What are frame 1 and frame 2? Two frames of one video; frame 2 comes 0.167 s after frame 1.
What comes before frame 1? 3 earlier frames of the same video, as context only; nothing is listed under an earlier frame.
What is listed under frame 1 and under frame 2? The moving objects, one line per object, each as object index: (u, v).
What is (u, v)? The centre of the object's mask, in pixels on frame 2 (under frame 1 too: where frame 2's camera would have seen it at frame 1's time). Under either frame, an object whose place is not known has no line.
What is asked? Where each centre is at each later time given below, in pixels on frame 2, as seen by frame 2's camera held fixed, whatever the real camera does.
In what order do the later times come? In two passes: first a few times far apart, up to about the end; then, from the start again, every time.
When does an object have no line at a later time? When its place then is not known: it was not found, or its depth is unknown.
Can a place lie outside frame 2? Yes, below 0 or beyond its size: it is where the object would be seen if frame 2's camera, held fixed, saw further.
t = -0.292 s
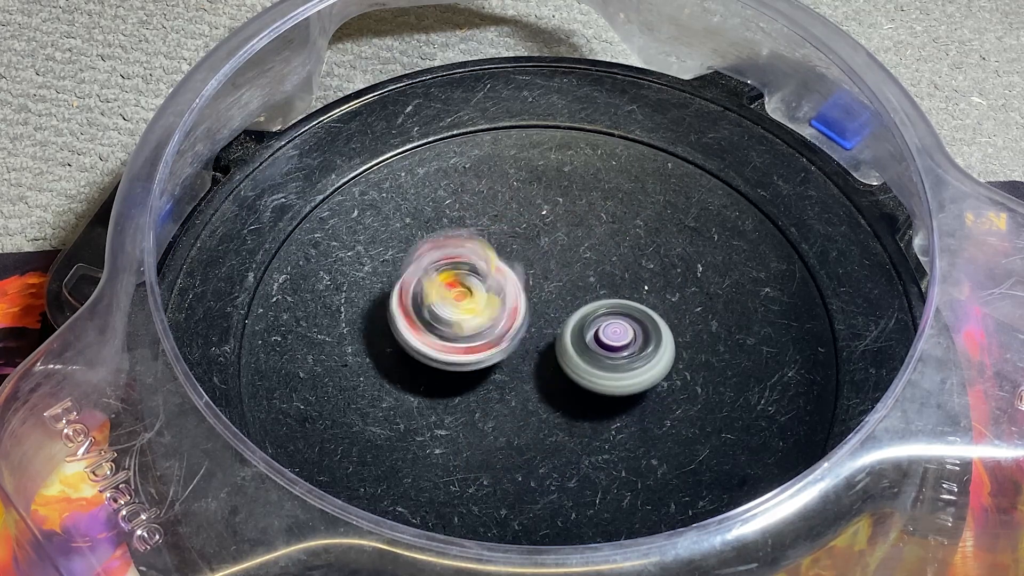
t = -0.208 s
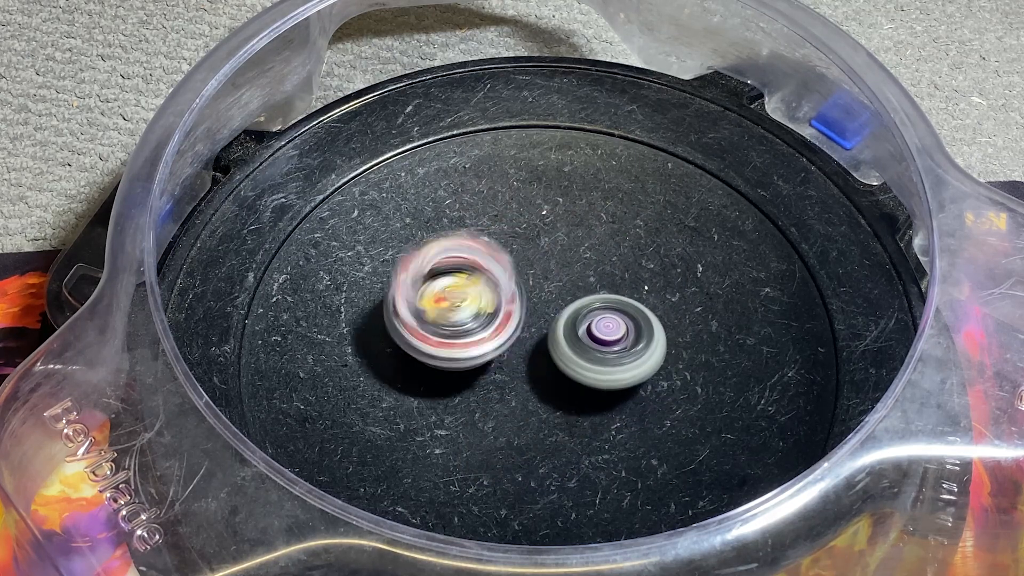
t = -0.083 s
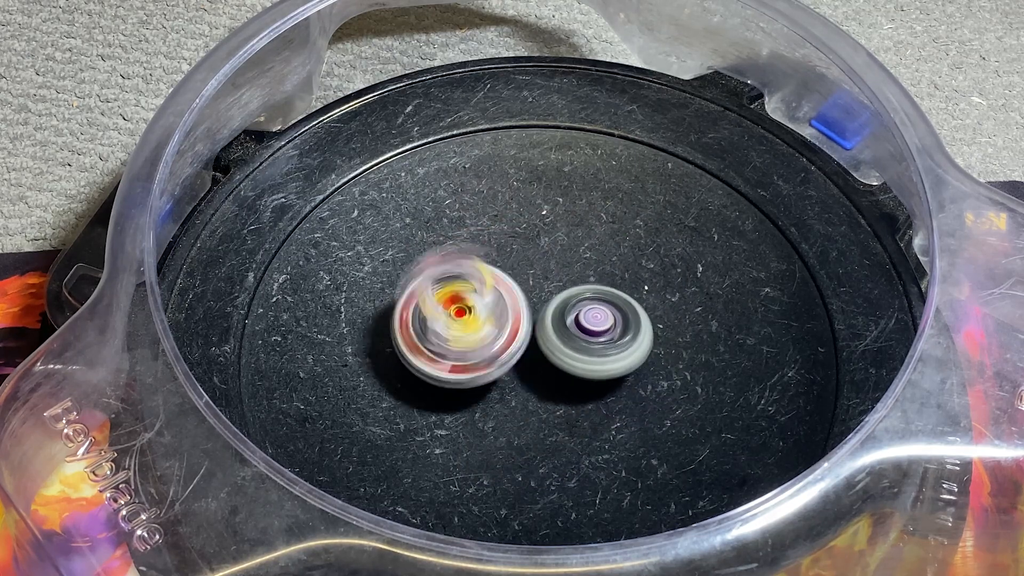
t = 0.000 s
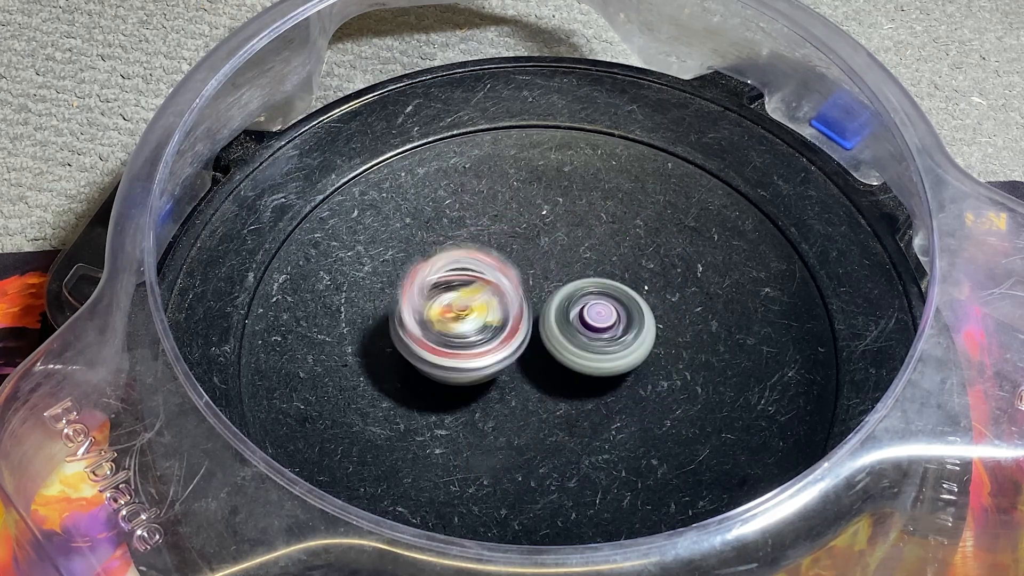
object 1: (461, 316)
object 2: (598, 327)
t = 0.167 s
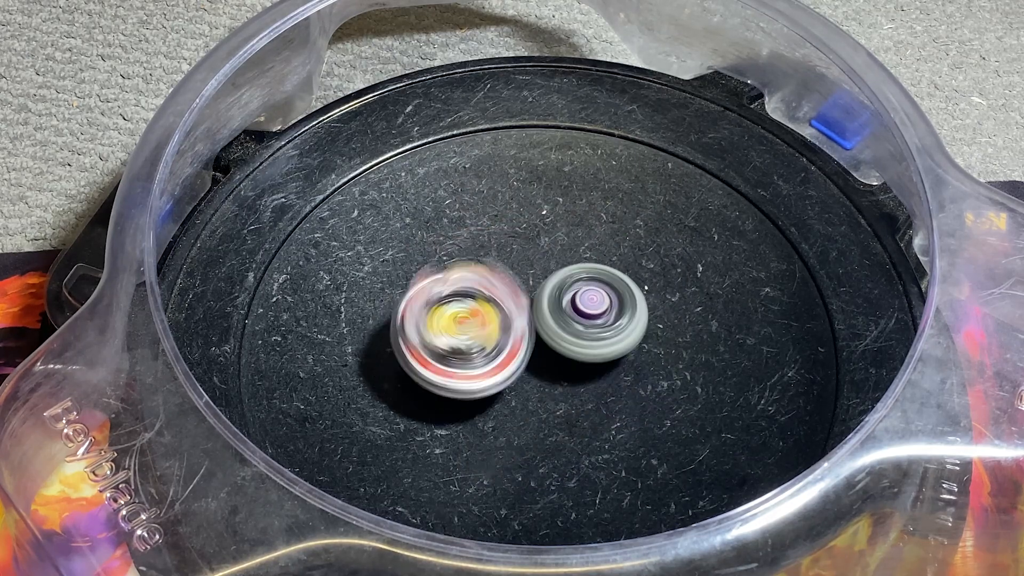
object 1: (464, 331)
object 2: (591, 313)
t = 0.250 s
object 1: (467, 338)
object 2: (588, 306)
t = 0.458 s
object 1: (461, 342)
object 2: (590, 290)
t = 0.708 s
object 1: (475, 341)
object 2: (579, 284)
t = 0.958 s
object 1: (474, 353)
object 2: (577, 281)
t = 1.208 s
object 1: (483, 370)
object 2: (566, 284)
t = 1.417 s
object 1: (491, 375)
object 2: (551, 286)
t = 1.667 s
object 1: (485, 389)
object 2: (531, 288)
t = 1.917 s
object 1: (518, 398)
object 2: (511, 291)
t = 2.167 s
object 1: (565, 396)
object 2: (501, 302)
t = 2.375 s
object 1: (575, 391)
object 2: (495, 308)
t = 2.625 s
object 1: (590, 374)
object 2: (483, 303)
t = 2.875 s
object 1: (587, 351)
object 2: (479, 305)
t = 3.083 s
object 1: (598, 359)
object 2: (486, 314)
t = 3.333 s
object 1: (602, 348)
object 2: (479, 317)
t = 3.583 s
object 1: (593, 355)
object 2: (459, 305)
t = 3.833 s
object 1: (565, 344)
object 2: (457, 294)
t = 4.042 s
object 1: (566, 348)
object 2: (455, 289)
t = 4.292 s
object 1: (569, 366)
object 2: (461, 301)
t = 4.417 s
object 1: (560, 371)
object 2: (458, 309)
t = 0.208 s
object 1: (464, 338)
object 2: (589, 310)
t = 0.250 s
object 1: (467, 338)
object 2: (588, 306)
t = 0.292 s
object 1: (470, 336)
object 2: (591, 301)
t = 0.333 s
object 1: (464, 329)
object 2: (594, 297)
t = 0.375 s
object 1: (471, 332)
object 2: (594, 294)
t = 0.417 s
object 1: (468, 339)
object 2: (592, 292)
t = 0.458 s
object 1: (461, 342)
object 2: (590, 290)
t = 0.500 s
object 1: (457, 342)
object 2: (589, 288)
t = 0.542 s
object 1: (455, 339)
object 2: (587, 287)
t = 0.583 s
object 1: (460, 333)
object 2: (585, 286)
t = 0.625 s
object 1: (473, 335)
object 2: (584, 285)
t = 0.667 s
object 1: (475, 343)
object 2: (581, 285)
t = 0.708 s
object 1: (475, 341)
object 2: (579, 284)
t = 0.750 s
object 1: (477, 336)
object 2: (581, 282)
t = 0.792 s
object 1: (473, 331)
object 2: (585, 281)
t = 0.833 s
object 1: (473, 332)
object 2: (584, 281)
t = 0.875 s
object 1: (478, 341)
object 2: (583, 280)
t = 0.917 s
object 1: (477, 351)
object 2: (579, 281)
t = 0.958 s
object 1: (474, 353)
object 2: (577, 281)
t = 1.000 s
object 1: (481, 347)
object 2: (577, 281)
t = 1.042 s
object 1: (487, 350)
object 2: (575, 281)
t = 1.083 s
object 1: (479, 356)
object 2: (574, 280)
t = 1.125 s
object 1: (479, 356)
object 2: (573, 282)
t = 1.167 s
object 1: (481, 359)
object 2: (570, 283)
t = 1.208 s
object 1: (483, 370)
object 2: (566, 284)
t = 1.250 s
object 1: (479, 373)
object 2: (561, 287)
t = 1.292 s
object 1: (480, 370)
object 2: (558, 287)
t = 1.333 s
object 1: (487, 368)
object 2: (556, 288)
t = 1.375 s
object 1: (489, 369)
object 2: (555, 286)
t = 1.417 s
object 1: (491, 375)
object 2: (551, 286)
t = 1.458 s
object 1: (489, 379)
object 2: (546, 289)
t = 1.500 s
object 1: (491, 381)
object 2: (542, 289)
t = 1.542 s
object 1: (493, 379)
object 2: (539, 288)
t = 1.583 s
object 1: (485, 392)
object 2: (536, 288)
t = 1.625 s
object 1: (484, 388)
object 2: (534, 289)
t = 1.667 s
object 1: (485, 389)
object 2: (531, 288)
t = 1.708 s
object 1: (495, 397)
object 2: (526, 290)
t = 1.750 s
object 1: (495, 398)
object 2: (523, 291)
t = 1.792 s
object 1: (505, 401)
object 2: (519, 290)
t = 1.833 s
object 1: (505, 401)
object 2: (516, 290)
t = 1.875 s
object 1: (510, 402)
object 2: (513, 291)
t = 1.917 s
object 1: (518, 398)
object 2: (511, 291)
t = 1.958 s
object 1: (526, 397)
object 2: (508, 292)
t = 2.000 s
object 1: (535, 395)
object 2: (505, 292)
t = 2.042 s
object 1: (545, 398)
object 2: (504, 295)
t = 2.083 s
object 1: (557, 399)
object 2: (503, 298)
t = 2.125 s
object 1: (559, 399)
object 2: (502, 299)
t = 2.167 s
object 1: (565, 396)
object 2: (501, 302)
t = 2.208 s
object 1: (565, 396)
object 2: (500, 302)
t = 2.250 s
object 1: (569, 389)
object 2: (498, 302)
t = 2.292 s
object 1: (571, 386)
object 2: (496, 304)
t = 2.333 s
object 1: (576, 391)
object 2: (497, 308)
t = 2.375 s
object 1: (575, 391)
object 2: (495, 308)
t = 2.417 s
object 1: (581, 385)
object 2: (494, 310)
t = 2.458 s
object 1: (581, 380)
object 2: (491, 309)
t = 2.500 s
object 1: (589, 388)
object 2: (487, 303)
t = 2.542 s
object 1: (592, 387)
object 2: (487, 302)
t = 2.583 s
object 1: (595, 382)
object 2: (485, 303)
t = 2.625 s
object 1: (590, 374)
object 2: (483, 303)
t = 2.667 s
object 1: (598, 366)
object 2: (483, 304)
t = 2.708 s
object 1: (598, 357)
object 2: (483, 304)
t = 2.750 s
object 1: (607, 351)
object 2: (482, 305)
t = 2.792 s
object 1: (600, 351)
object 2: (481, 305)
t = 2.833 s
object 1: (587, 348)
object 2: (479, 305)
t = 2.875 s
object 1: (587, 351)
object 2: (479, 305)
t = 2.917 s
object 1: (590, 352)
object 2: (480, 307)
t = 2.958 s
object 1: (594, 362)
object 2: (482, 308)
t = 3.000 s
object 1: (593, 365)
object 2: (482, 309)
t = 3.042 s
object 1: (598, 361)
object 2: (485, 312)
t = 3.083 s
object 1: (598, 359)
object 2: (486, 314)
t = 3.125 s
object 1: (607, 361)
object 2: (486, 314)
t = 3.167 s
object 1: (607, 361)
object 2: (487, 316)
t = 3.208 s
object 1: (602, 358)
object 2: (488, 319)
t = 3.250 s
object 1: (610, 349)
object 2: (484, 318)
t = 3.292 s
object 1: (611, 346)
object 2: (485, 318)
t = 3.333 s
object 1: (602, 348)
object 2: (479, 317)
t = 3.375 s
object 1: (601, 352)
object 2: (475, 314)
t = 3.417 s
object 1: (598, 355)
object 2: (475, 315)
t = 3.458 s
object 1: (595, 356)
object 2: (472, 315)
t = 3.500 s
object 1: (592, 357)
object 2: (472, 315)
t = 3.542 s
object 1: (583, 351)
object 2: (468, 315)
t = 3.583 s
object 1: (593, 355)
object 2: (459, 305)
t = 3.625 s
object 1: (601, 358)
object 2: (455, 300)
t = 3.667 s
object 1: (600, 353)
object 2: (456, 300)
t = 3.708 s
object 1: (594, 345)
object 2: (454, 299)
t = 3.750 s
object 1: (586, 343)
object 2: (455, 298)
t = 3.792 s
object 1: (576, 343)
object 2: (457, 297)
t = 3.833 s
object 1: (565, 344)
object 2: (457, 294)
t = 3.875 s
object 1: (563, 352)
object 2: (449, 288)
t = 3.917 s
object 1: (561, 356)
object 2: (450, 286)
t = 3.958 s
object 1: (562, 352)
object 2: (453, 287)
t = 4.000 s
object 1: (562, 348)
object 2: (454, 288)
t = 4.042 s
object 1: (566, 348)
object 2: (455, 289)
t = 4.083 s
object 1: (567, 350)
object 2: (458, 291)
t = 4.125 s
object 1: (567, 352)
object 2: (460, 296)
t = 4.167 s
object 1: (566, 353)
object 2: (461, 299)
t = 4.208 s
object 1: (568, 356)
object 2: (462, 299)
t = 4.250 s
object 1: (570, 358)
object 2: (462, 302)
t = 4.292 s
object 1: (569, 366)
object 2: (461, 301)
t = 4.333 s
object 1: (565, 368)
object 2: (463, 304)
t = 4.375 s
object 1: (562, 369)
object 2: (460, 307)
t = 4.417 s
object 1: (560, 371)
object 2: (458, 309)
